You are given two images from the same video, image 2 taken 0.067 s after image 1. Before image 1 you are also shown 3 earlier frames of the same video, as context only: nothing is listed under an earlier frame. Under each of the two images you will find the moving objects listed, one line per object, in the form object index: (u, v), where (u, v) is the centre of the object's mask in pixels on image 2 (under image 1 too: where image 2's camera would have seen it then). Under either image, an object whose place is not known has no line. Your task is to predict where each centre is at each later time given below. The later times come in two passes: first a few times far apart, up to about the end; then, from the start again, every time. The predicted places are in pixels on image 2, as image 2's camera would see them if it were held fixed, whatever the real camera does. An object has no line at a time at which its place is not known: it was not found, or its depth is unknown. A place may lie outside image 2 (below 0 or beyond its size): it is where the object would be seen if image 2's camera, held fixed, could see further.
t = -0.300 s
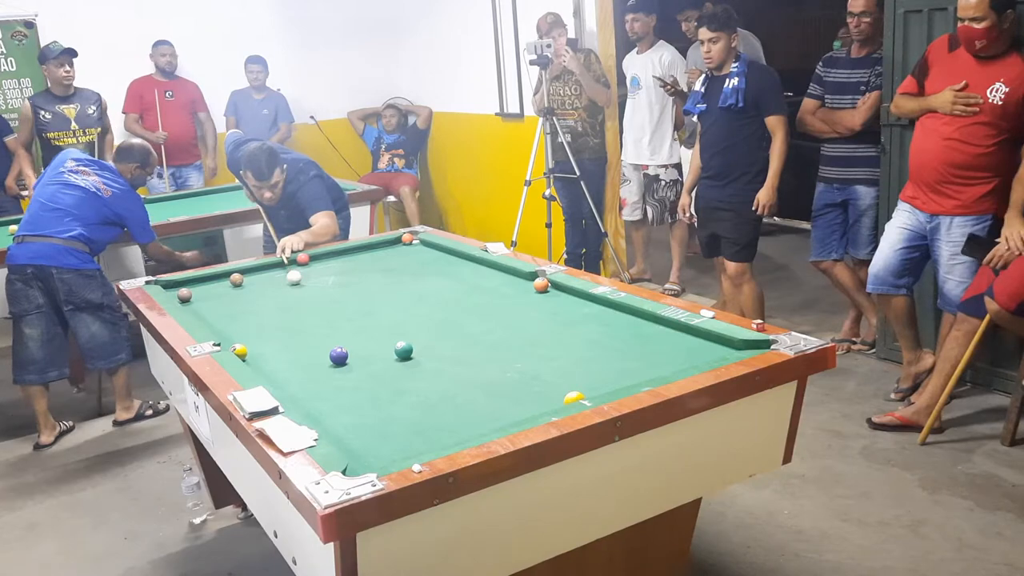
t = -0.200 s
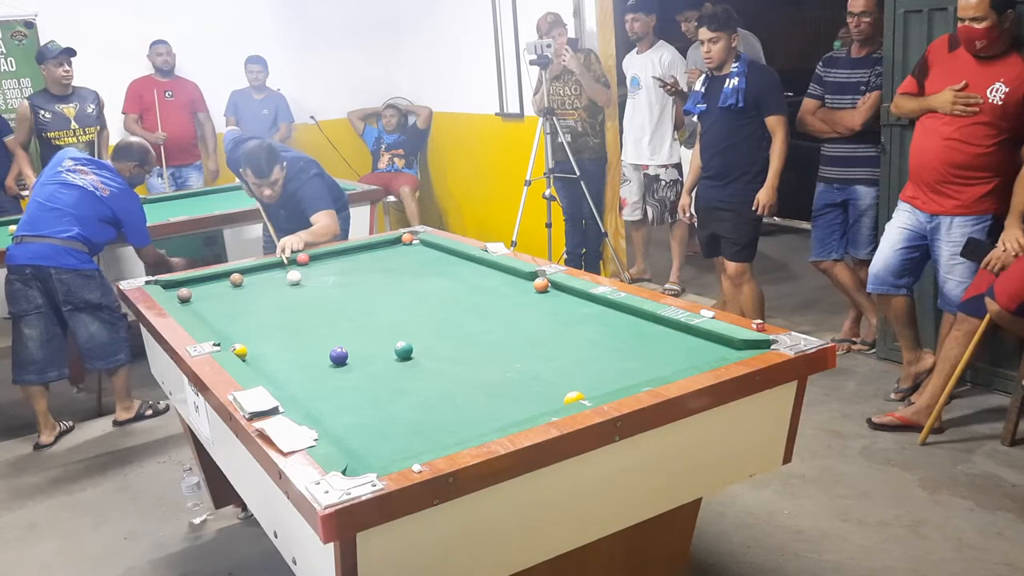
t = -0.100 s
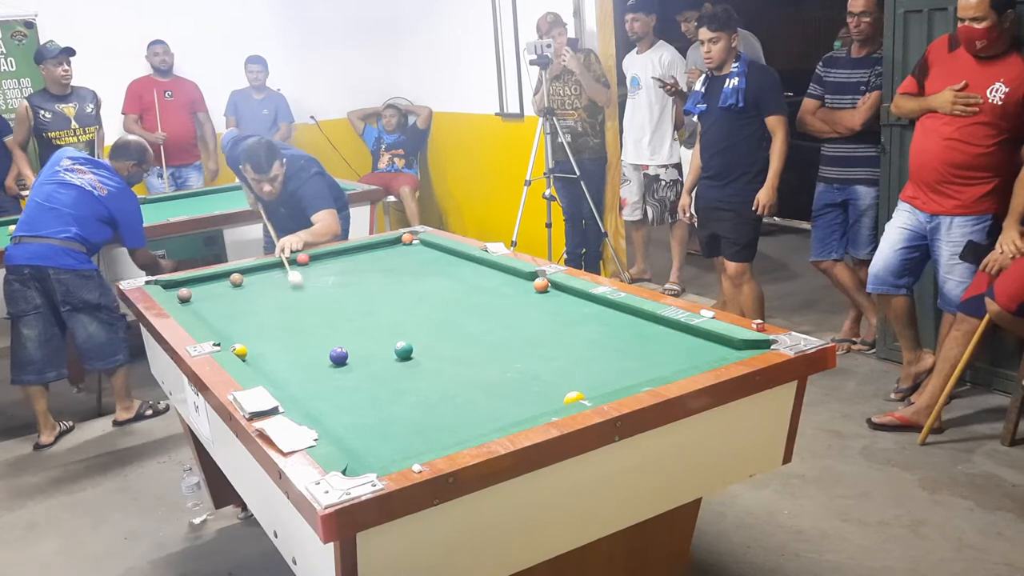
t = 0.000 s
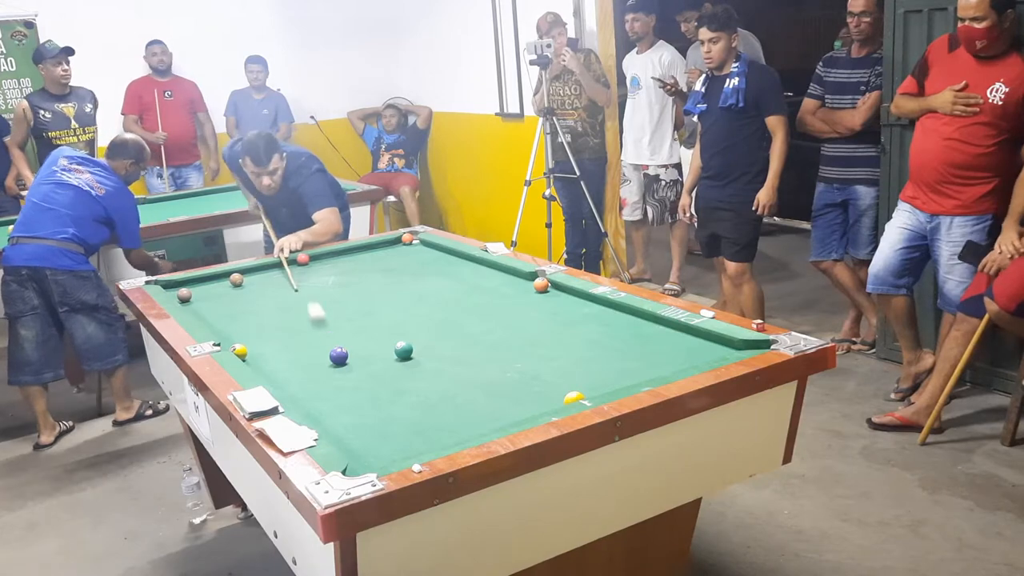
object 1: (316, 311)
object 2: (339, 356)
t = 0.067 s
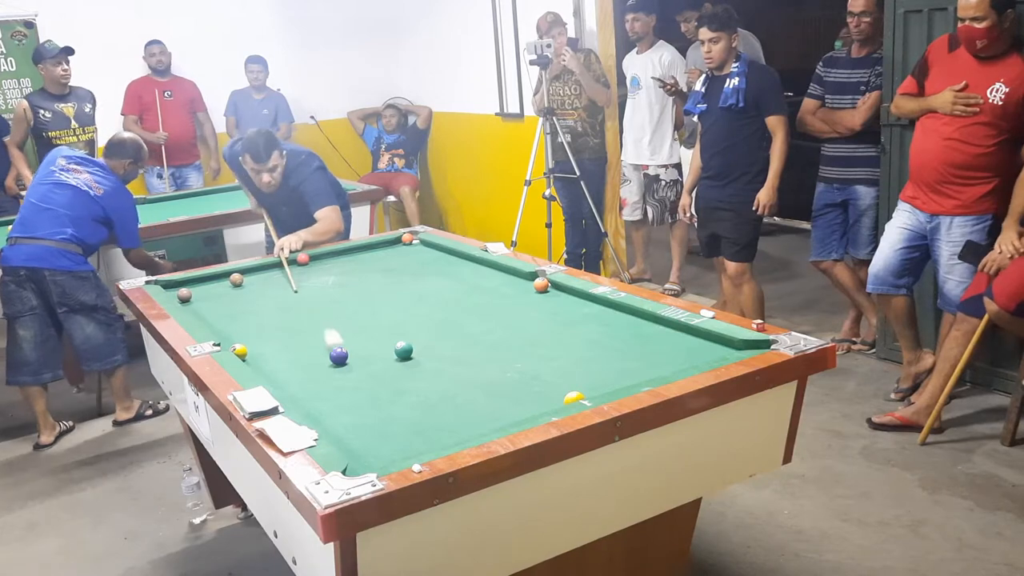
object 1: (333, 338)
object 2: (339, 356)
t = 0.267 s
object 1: (364, 357)
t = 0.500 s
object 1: (388, 362)
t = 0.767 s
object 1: (414, 366)
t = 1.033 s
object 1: (439, 370)
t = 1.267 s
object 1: (459, 373)
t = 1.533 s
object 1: (482, 377)
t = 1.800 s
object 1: (502, 380)
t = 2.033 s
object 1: (518, 382)
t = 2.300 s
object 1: (535, 385)
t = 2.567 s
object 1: (548, 387)
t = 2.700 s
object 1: (553, 388)
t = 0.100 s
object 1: (341, 349)
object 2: (341, 366)
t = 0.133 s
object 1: (346, 352)
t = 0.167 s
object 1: (352, 354)
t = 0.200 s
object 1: (356, 355)
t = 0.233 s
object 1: (361, 356)
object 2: (365, 467)
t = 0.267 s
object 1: (364, 357)
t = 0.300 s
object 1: (368, 358)
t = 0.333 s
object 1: (371, 359)
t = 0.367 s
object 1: (375, 359)
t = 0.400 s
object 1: (378, 360)
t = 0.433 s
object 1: (382, 360)
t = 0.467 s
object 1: (385, 361)
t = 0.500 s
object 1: (388, 362)
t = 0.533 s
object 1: (391, 362)
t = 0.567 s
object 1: (394, 363)
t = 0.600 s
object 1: (398, 363)
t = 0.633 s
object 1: (402, 364)
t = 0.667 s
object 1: (405, 364)
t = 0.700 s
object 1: (408, 365)
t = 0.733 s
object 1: (411, 366)
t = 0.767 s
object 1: (414, 366)
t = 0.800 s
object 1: (417, 367)
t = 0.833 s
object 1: (420, 367)
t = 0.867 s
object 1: (423, 368)
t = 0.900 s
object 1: (427, 368)
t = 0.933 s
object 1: (430, 369)
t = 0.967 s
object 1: (433, 369)
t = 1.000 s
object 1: (436, 370)
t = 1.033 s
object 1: (439, 370)
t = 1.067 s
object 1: (442, 371)
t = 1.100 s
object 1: (445, 371)
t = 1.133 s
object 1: (448, 372)
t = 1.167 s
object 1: (450, 372)
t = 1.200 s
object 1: (454, 372)
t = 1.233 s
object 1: (457, 373)
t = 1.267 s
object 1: (459, 373)
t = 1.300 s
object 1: (462, 374)
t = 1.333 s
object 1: (465, 374)
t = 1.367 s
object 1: (468, 375)
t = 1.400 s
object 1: (471, 375)
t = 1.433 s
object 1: (474, 375)
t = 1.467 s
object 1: (477, 376)
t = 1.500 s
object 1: (479, 376)
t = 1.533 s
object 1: (482, 377)
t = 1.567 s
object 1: (485, 377)
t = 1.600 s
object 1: (487, 378)
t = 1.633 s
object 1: (490, 378)
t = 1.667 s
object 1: (492, 378)
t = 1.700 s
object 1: (495, 379)
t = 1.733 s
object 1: (497, 379)
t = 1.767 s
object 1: (500, 380)
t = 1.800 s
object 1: (502, 380)
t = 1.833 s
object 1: (505, 380)
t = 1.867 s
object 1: (507, 381)
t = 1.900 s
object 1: (509, 381)
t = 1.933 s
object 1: (511, 382)
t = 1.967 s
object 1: (514, 382)
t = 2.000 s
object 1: (516, 382)
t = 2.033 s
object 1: (518, 382)
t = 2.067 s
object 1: (520, 383)
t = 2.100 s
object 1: (523, 383)
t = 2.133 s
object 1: (525, 384)
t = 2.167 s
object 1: (527, 384)
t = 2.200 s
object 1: (529, 384)
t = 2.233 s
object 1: (531, 384)
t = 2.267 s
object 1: (533, 385)
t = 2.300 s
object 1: (535, 385)
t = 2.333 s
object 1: (536, 385)
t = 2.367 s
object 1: (538, 386)
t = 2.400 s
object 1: (540, 386)
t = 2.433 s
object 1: (542, 386)
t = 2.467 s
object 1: (543, 386)
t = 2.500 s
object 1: (545, 387)
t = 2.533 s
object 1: (546, 387)
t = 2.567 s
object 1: (548, 387)
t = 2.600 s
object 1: (549, 388)
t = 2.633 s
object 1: (550, 388)
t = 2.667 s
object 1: (552, 388)
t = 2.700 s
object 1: (553, 388)
